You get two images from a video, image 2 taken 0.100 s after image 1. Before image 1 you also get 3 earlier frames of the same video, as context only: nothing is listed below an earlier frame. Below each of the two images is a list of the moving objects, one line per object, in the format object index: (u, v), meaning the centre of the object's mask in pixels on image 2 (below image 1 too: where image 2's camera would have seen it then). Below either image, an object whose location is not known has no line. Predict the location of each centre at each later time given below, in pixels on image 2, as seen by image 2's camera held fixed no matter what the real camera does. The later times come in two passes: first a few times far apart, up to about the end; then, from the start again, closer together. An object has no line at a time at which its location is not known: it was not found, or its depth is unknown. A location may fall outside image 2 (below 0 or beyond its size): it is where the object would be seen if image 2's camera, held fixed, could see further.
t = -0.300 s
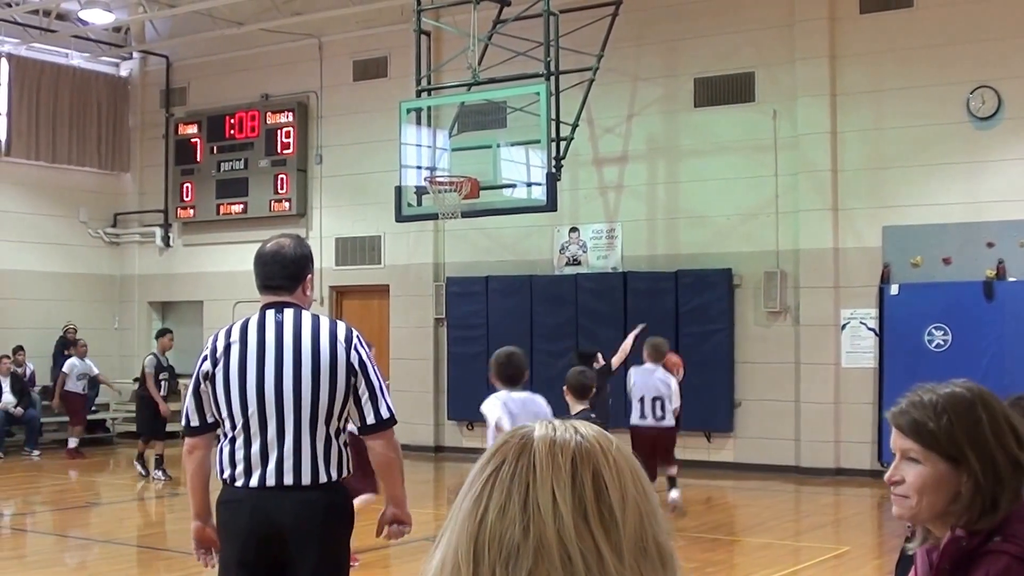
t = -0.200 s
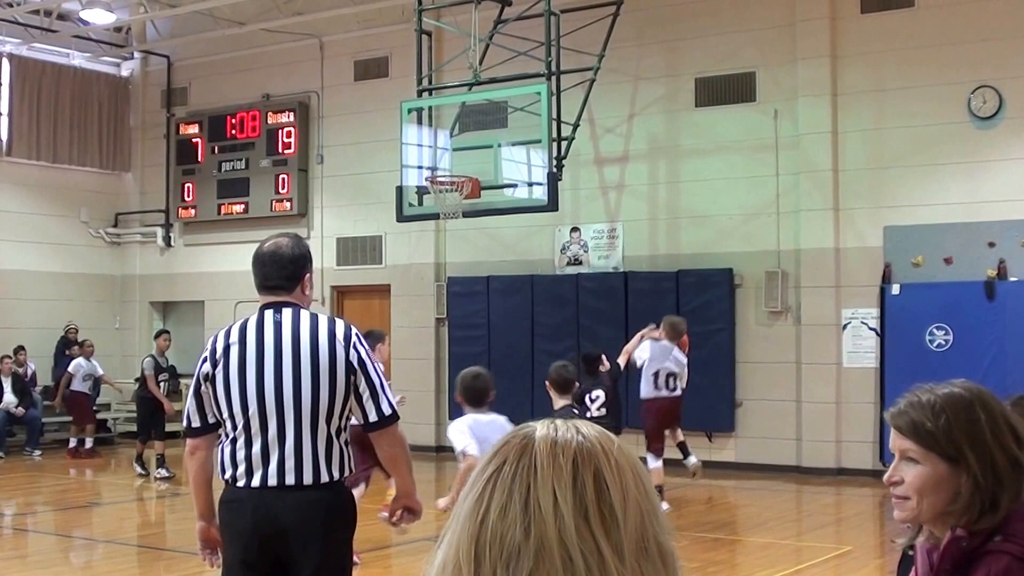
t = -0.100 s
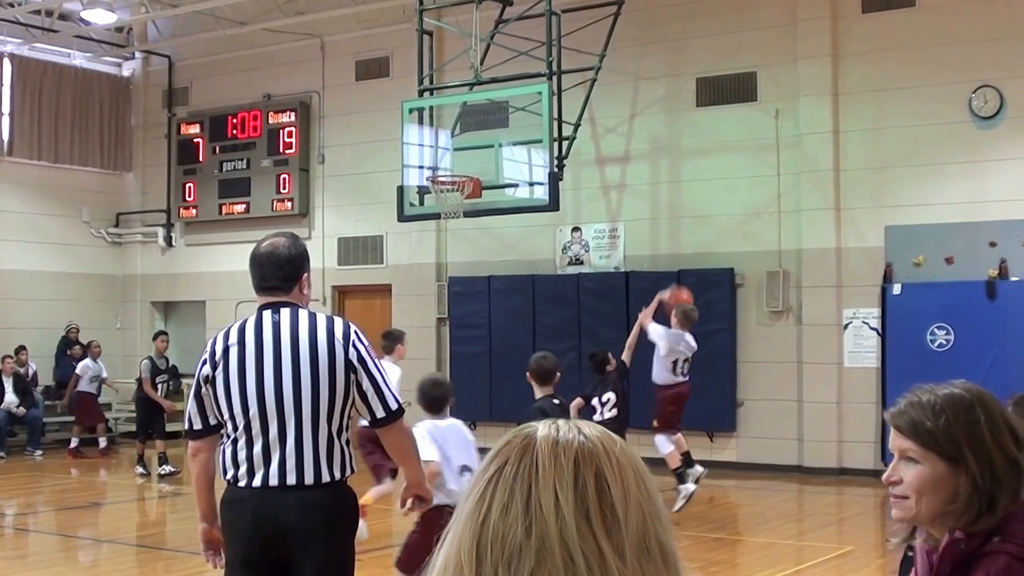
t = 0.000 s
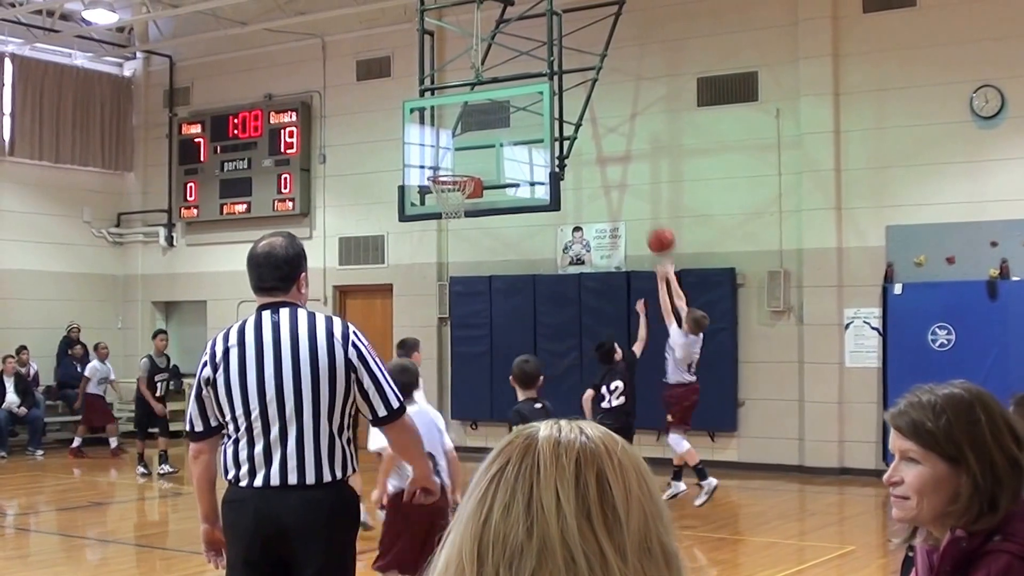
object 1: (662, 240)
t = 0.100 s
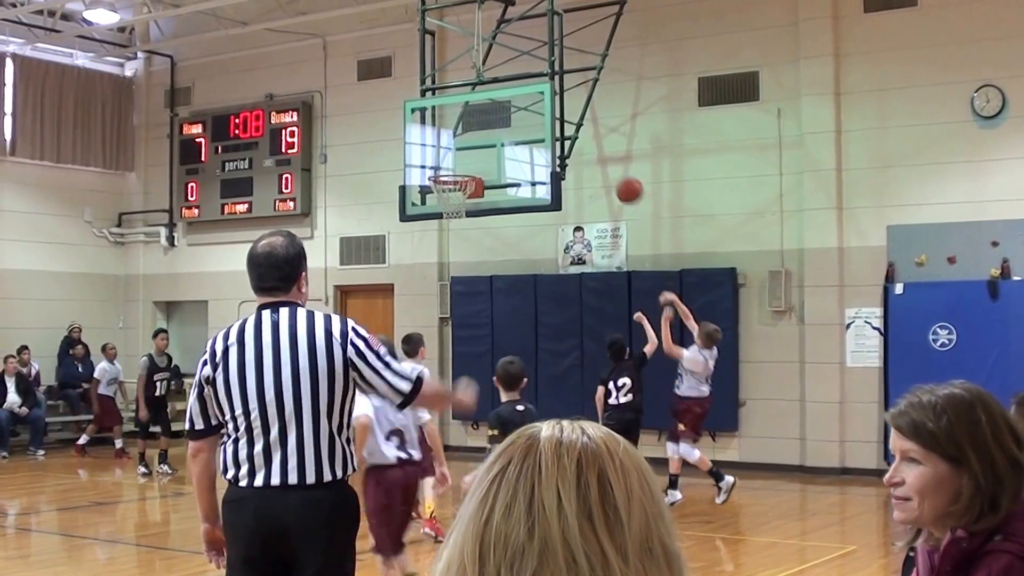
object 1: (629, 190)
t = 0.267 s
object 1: (580, 137)
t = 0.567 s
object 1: (505, 127)
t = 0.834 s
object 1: (450, 167)
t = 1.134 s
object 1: (415, 191)
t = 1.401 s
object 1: (384, 284)
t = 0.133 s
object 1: (619, 175)
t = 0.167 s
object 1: (608, 163)
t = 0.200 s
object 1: (599, 153)
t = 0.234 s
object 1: (590, 146)
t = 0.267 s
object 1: (580, 137)
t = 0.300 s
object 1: (571, 132)
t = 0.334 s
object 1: (562, 126)
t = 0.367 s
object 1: (553, 124)
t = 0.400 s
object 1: (545, 122)
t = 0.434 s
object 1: (536, 120)
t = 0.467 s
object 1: (528, 119)
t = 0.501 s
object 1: (520, 120)
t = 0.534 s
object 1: (513, 123)
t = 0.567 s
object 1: (505, 127)
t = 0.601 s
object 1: (497, 130)
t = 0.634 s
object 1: (490, 135)
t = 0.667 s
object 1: (483, 142)
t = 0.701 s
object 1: (475, 149)
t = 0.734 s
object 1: (468, 158)
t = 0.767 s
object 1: (462, 165)
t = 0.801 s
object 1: (454, 169)
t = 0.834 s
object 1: (450, 167)
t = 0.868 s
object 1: (446, 166)
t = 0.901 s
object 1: (442, 166)
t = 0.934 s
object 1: (439, 166)
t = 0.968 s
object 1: (435, 167)
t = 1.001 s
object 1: (430, 170)
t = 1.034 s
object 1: (421, 173)
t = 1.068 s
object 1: (421, 177)
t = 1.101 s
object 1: (420, 185)
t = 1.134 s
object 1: (415, 191)
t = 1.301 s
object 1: (395, 241)
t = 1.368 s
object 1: (387, 269)
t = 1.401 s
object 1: (384, 284)
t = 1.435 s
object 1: (380, 299)
